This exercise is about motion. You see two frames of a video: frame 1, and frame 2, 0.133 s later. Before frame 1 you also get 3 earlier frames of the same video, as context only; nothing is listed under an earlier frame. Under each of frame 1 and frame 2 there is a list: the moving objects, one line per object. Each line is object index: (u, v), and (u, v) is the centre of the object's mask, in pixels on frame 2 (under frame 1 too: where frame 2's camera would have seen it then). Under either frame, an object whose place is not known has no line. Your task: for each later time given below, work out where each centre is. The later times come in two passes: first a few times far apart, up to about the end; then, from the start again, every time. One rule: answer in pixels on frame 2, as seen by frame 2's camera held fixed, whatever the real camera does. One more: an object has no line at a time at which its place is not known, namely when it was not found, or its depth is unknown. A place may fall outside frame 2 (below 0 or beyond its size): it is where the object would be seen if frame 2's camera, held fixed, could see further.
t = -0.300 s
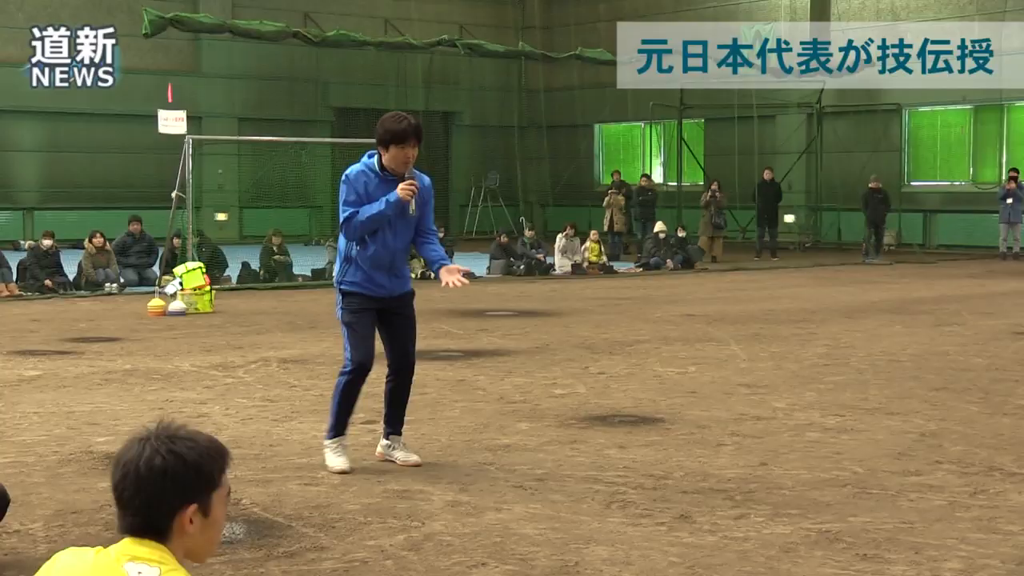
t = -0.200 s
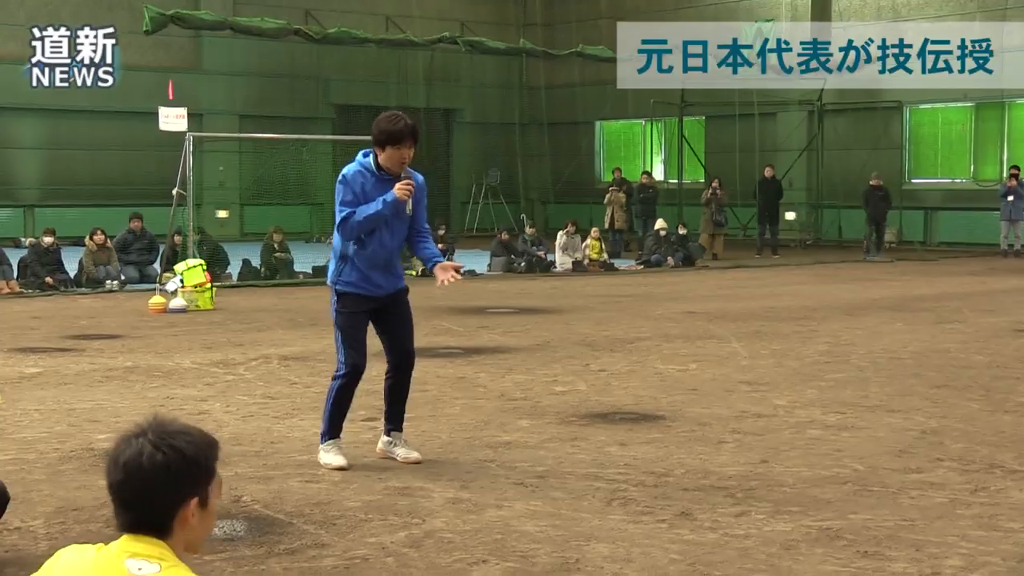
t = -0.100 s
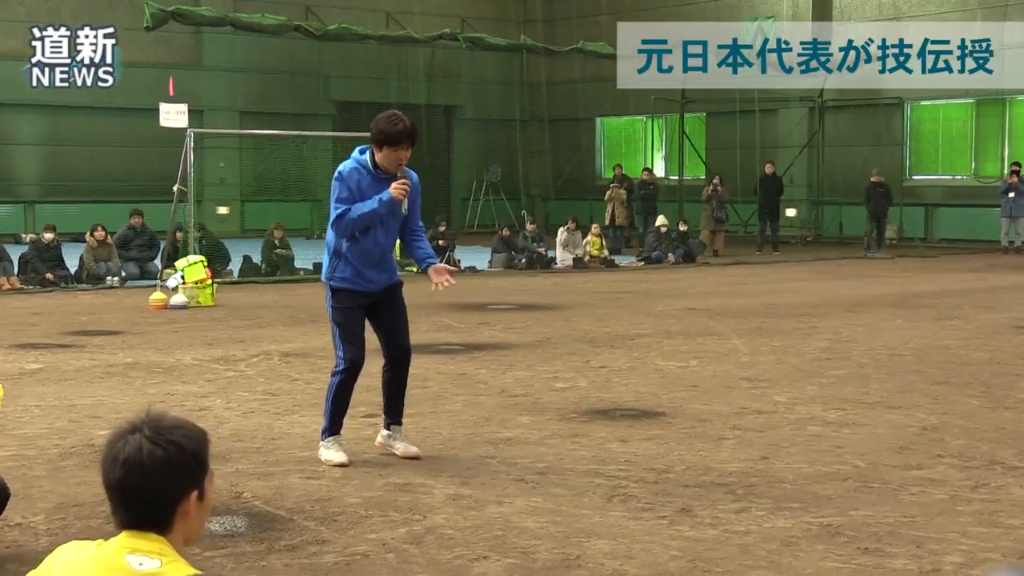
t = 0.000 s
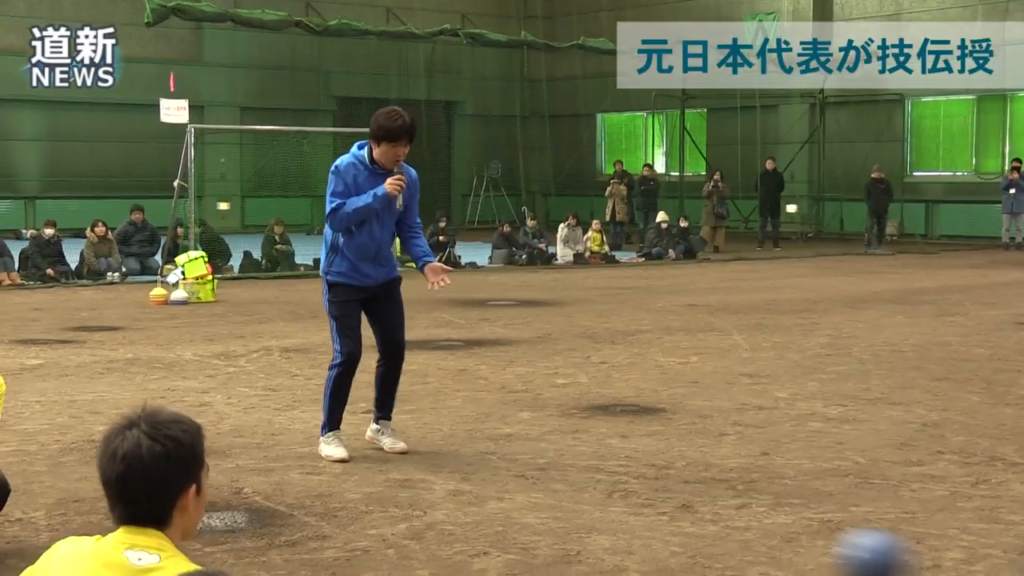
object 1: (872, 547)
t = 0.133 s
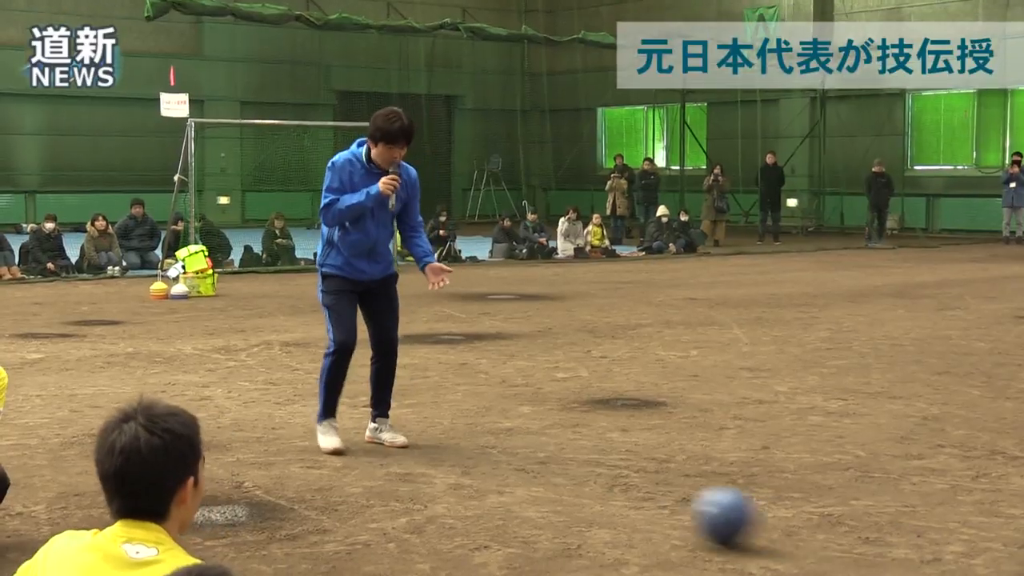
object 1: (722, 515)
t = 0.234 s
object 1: (639, 494)
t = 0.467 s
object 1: (490, 456)
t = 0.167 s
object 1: (692, 509)
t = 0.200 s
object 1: (665, 499)
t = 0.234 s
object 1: (639, 494)
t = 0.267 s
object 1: (615, 489)
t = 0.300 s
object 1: (592, 481)
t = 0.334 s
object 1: (569, 476)
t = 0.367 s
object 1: (548, 473)
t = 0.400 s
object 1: (528, 465)
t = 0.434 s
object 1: (509, 459)
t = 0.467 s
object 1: (490, 456)
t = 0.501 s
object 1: (472, 451)
